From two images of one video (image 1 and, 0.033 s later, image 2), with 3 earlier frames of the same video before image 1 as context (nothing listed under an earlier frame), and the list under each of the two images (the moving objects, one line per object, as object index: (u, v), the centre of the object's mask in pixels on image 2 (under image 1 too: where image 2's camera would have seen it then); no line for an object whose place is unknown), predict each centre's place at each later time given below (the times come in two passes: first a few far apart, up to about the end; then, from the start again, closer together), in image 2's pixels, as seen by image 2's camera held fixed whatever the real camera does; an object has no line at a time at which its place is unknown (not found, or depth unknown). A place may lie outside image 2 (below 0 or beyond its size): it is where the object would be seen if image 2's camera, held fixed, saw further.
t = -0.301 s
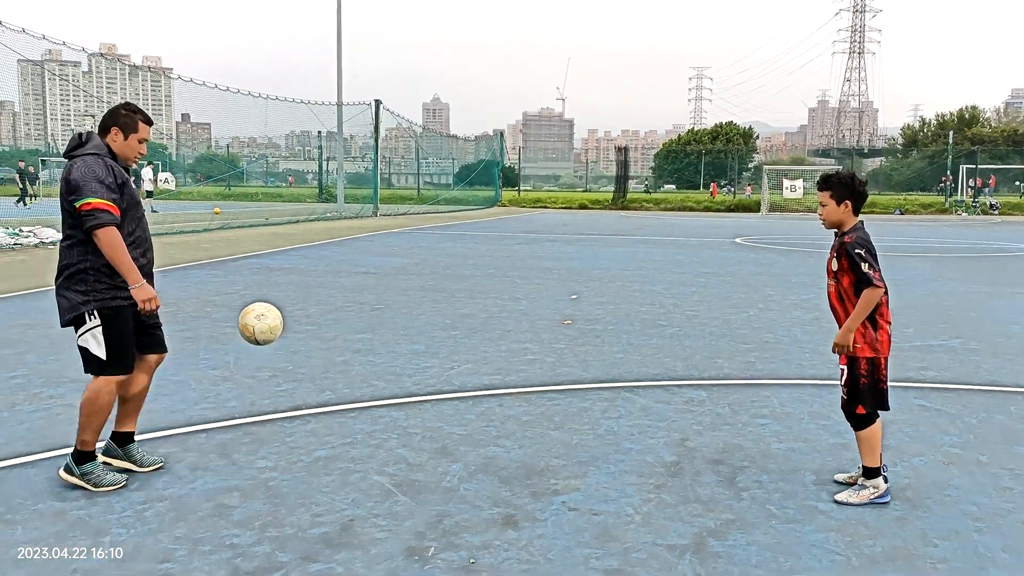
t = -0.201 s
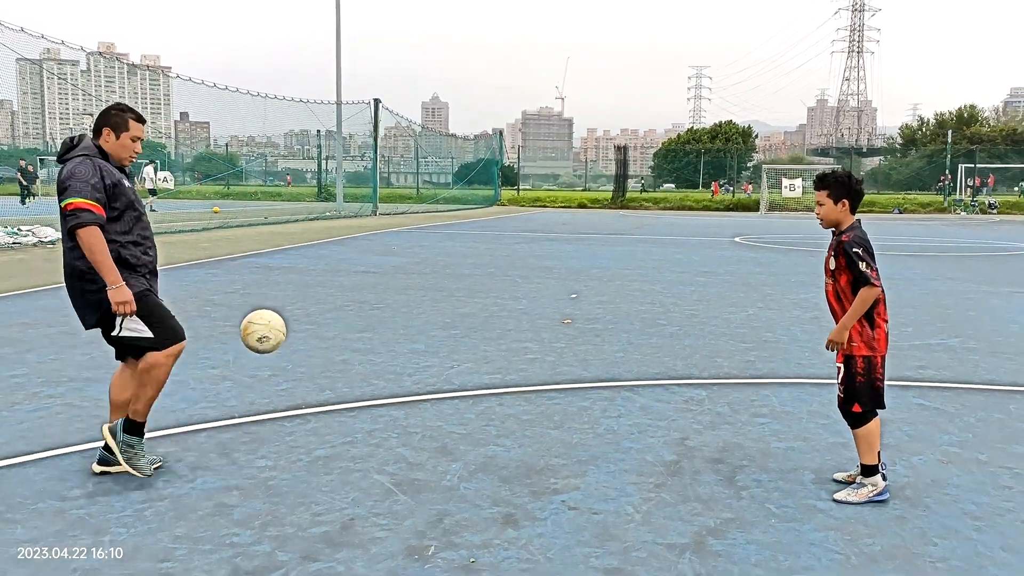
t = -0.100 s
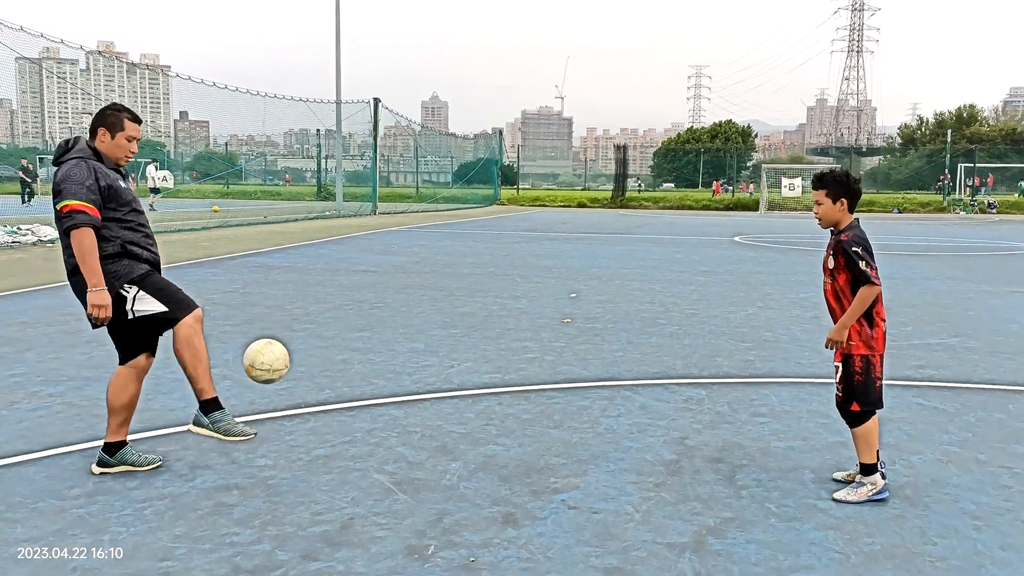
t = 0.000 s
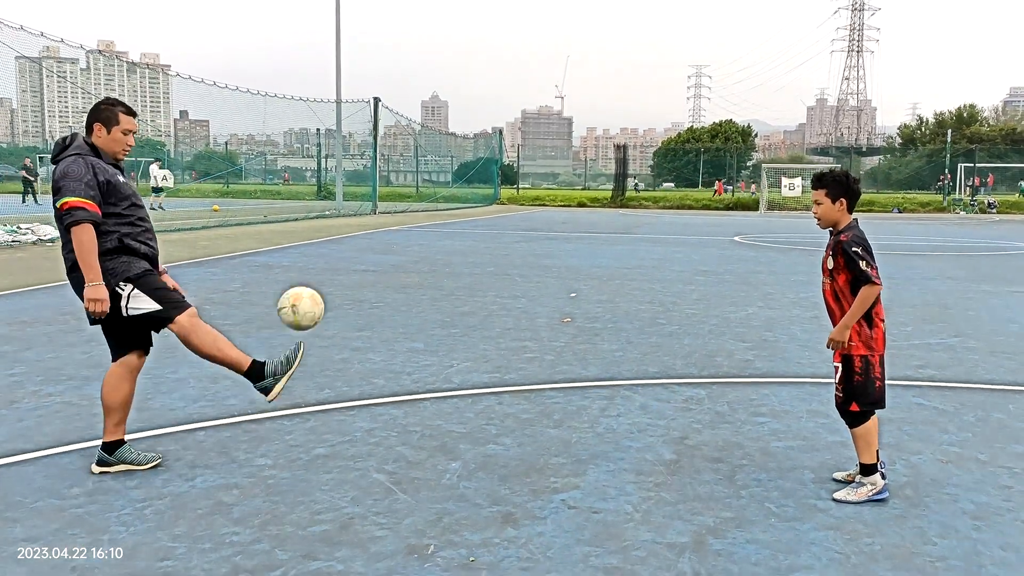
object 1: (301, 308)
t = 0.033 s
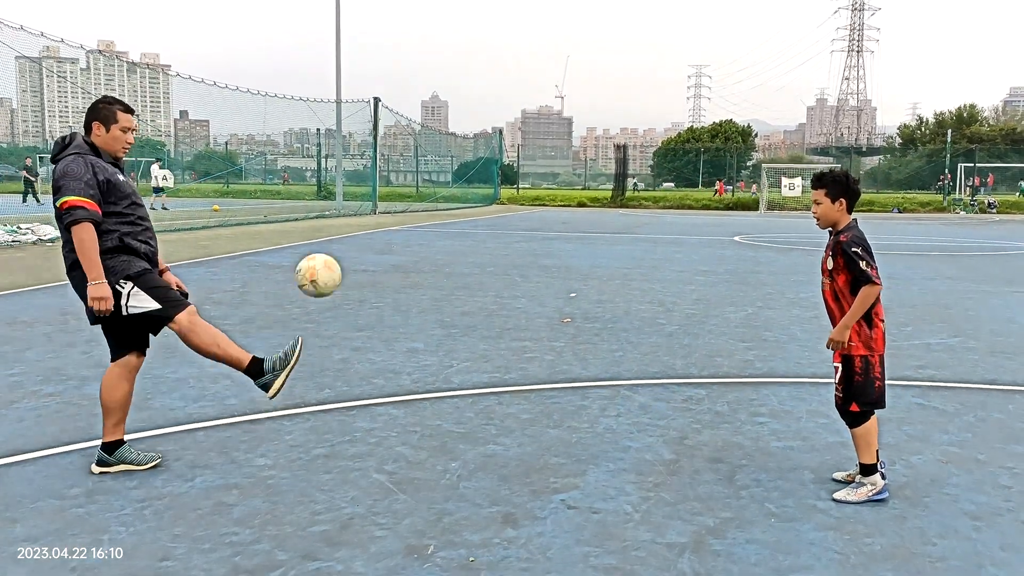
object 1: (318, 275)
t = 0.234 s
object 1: (426, 124)
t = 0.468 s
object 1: (553, 57)
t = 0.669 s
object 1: (664, 96)
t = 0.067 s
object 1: (336, 245)
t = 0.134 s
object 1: (371, 190)
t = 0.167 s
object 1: (390, 165)
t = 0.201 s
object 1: (408, 143)
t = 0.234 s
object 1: (426, 124)
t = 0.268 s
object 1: (444, 107)
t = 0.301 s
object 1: (462, 92)
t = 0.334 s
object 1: (480, 80)
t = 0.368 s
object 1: (498, 69)
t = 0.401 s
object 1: (517, 62)
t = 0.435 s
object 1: (535, 58)
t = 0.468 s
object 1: (553, 57)
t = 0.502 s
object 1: (572, 57)
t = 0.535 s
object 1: (591, 59)
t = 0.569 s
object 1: (610, 65)
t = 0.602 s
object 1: (628, 73)
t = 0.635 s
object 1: (646, 83)
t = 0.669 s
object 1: (664, 96)
